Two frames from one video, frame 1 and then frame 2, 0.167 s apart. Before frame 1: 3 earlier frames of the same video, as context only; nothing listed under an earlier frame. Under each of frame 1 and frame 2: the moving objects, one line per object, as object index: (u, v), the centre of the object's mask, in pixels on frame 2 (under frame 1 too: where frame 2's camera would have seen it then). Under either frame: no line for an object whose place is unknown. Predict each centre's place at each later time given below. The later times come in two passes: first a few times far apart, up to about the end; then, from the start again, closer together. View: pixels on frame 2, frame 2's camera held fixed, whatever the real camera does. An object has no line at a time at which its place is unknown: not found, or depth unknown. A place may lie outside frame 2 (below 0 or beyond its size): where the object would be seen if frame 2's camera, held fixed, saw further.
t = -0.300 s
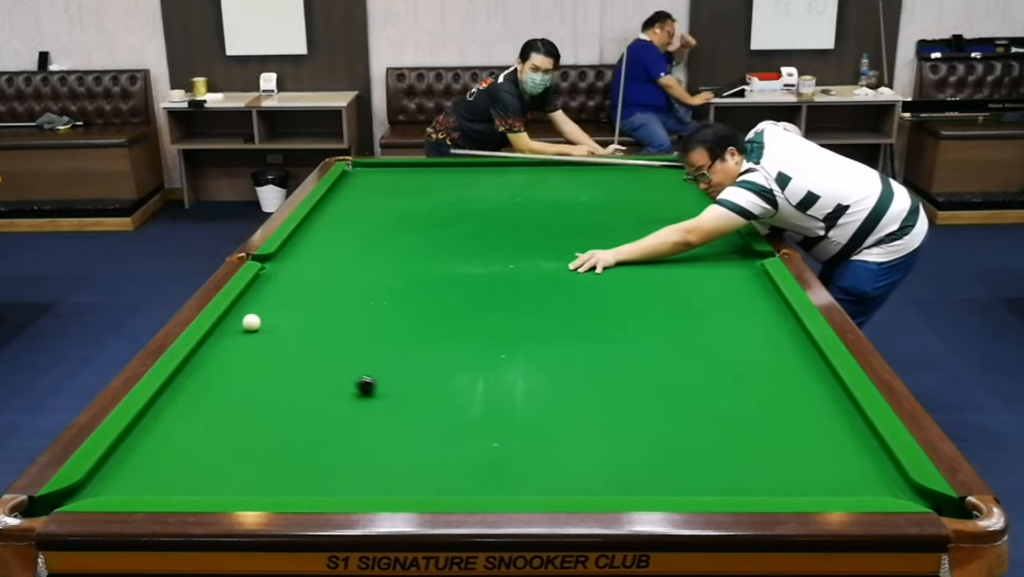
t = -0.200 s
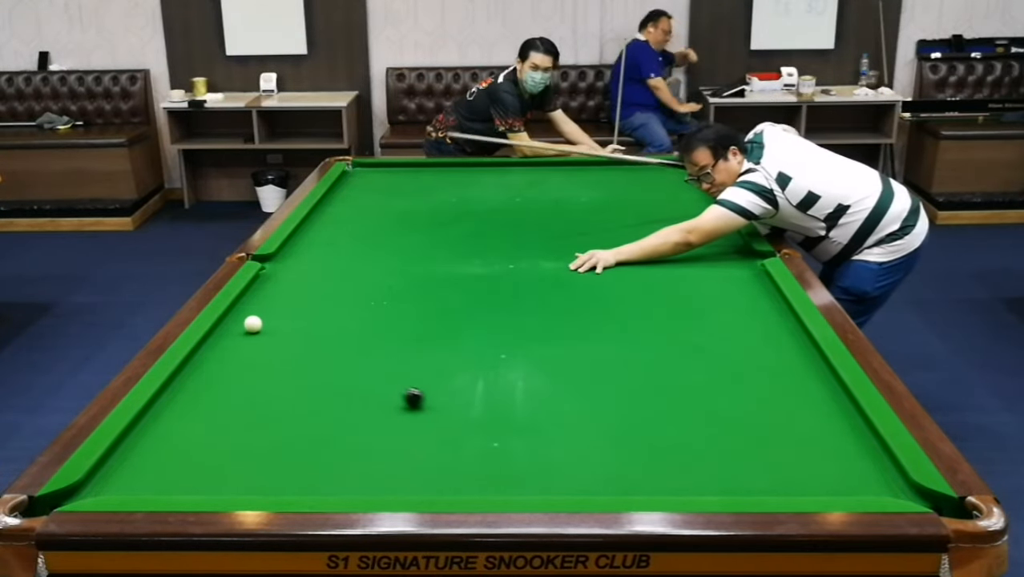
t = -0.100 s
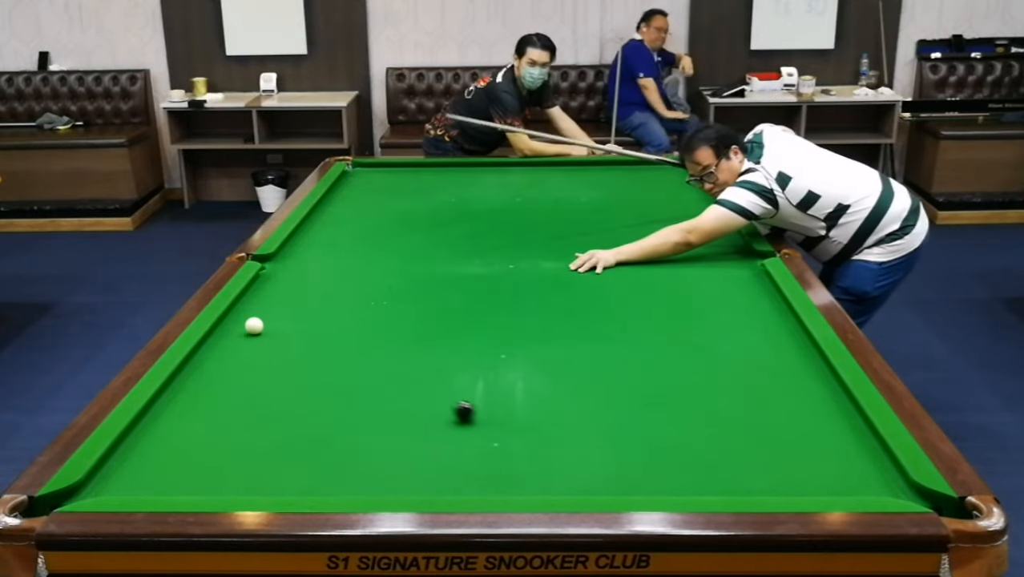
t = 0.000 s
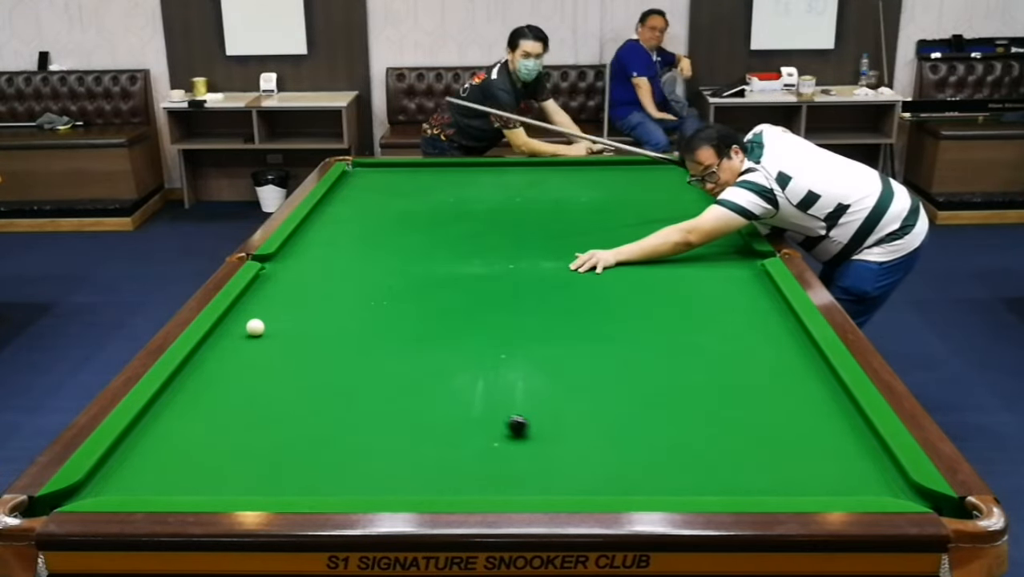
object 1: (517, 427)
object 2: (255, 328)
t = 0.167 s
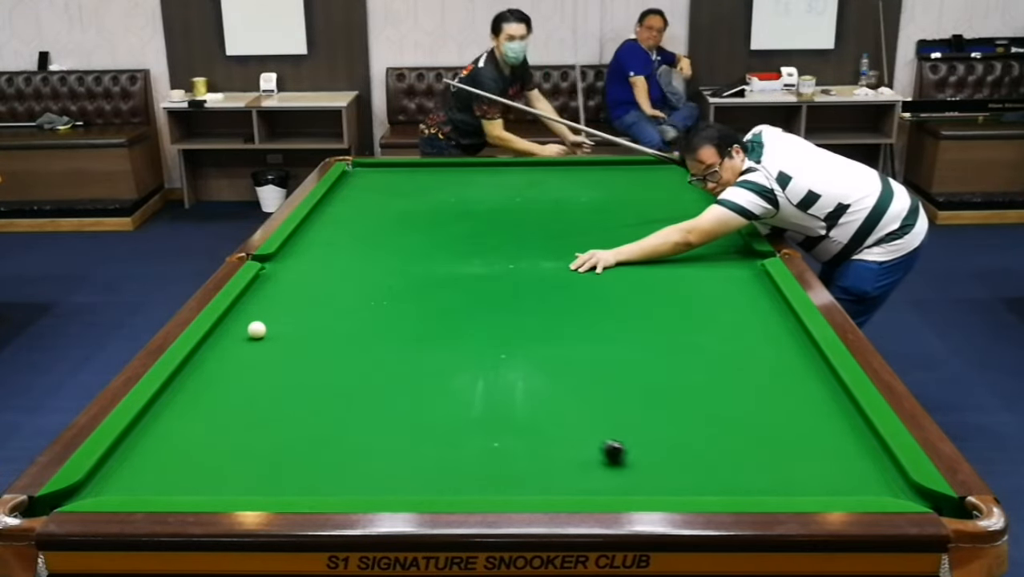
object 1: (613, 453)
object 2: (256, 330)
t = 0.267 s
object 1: (676, 470)
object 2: (257, 332)
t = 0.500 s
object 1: (822, 485)
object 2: (259, 334)
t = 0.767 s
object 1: (820, 449)
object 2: (260, 337)
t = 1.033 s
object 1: (710, 414)
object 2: (261, 339)
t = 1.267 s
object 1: (627, 388)
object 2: (262, 340)
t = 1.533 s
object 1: (546, 361)
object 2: (261, 341)
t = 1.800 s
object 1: (476, 339)
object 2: (261, 341)
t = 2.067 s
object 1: (415, 318)
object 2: (261, 341)
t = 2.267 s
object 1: (373, 305)
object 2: (261, 341)
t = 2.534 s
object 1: (324, 289)
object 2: (261, 341)
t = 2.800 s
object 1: (280, 275)
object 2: (261, 341)
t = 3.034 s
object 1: (287, 266)
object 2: (261, 341)
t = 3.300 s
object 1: (322, 259)
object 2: (261, 341)
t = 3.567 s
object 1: (354, 252)
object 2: (261, 341)
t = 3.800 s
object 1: (379, 246)
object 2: (261, 341)
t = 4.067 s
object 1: (406, 240)
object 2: (261, 341)
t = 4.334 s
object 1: (431, 235)
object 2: (261, 341)
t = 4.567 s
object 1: (450, 231)
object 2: (262, 341)
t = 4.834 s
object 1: (470, 226)
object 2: (262, 341)
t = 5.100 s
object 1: (489, 222)
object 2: (262, 341)
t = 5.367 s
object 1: (505, 218)
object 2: (261, 341)
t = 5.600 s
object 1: (519, 215)
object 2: (261, 341)
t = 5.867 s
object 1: (533, 212)
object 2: (261, 341)
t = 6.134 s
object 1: (546, 209)
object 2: (261, 341)
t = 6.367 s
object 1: (556, 207)
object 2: (261, 341)
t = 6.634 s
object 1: (567, 205)
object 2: (261, 341)
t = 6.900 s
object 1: (576, 203)
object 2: (261, 341)
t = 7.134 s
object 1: (583, 201)
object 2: (261, 341)
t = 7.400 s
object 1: (590, 200)
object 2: (261, 341)
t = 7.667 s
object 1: (596, 199)
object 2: (261, 341)
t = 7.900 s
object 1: (599, 198)
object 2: (261, 341)
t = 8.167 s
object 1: (603, 197)
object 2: (261, 341)
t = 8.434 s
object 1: (606, 196)
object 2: (261, 341)
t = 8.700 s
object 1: (607, 196)
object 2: (261, 341)
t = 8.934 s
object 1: (608, 196)
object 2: (261, 341)
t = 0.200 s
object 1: (634, 458)
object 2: (257, 331)
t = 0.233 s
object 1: (655, 464)
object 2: (257, 331)
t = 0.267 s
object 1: (676, 470)
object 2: (257, 332)
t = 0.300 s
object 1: (698, 476)
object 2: (257, 332)
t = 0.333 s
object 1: (720, 482)
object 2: (258, 333)
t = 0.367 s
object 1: (742, 486)
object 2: (258, 333)
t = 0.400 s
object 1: (765, 489)
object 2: (258, 333)
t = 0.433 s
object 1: (787, 490)
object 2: (258, 334)
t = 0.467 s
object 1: (805, 487)
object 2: (259, 334)
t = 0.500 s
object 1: (822, 485)
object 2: (259, 334)
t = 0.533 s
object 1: (840, 482)
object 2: (259, 335)
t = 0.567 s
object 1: (857, 478)
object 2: (259, 335)
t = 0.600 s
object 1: (874, 474)
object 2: (259, 336)
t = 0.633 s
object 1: (890, 470)
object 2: (260, 336)
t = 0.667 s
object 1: (872, 464)
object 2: (260, 336)
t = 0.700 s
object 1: (853, 459)
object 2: (260, 336)
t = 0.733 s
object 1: (835, 454)
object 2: (260, 337)
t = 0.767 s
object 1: (820, 449)
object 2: (260, 337)
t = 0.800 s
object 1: (805, 444)
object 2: (260, 337)
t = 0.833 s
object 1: (791, 439)
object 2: (261, 338)
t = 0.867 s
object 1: (777, 435)
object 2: (261, 338)
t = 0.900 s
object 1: (763, 431)
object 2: (261, 338)
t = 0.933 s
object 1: (750, 426)
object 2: (261, 339)
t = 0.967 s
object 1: (736, 422)
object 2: (261, 339)
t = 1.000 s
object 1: (723, 418)
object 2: (261, 339)
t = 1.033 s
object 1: (710, 414)
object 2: (261, 339)
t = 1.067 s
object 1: (698, 410)
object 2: (261, 339)
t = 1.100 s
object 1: (686, 406)
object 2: (261, 340)
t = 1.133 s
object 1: (673, 402)
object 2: (261, 340)
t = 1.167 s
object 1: (661, 398)
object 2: (261, 340)
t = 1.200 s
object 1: (650, 394)
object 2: (261, 340)
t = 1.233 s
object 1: (638, 391)
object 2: (262, 340)
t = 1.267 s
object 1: (627, 388)
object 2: (262, 340)
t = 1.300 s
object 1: (616, 384)
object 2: (262, 341)
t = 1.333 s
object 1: (606, 380)
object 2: (262, 341)
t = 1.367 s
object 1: (595, 377)
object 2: (262, 341)
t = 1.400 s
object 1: (585, 374)
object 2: (262, 341)
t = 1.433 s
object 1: (575, 371)
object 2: (262, 341)
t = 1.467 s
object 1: (565, 367)
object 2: (262, 341)
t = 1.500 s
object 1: (555, 364)
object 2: (262, 341)
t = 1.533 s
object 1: (546, 361)
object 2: (261, 341)
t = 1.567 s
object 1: (536, 358)
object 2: (261, 341)
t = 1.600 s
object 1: (528, 355)
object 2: (261, 341)
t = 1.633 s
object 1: (518, 352)
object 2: (261, 341)
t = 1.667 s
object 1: (510, 349)
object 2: (261, 341)
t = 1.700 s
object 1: (501, 347)
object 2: (261, 341)
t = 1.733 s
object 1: (493, 344)
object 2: (261, 341)
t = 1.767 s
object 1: (484, 341)
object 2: (261, 341)
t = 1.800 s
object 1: (476, 339)
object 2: (261, 341)
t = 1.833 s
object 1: (468, 336)
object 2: (261, 341)
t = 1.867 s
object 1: (460, 333)
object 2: (261, 341)
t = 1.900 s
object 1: (452, 331)
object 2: (261, 341)
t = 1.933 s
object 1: (444, 329)
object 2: (261, 341)
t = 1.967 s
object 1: (437, 326)
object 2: (261, 341)
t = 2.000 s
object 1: (429, 323)
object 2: (261, 341)
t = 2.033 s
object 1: (422, 321)
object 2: (261, 341)
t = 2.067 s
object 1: (415, 318)
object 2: (261, 341)
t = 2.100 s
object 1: (407, 316)
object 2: (261, 341)
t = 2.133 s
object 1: (400, 314)
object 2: (261, 341)
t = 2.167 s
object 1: (393, 312)
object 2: (261, 341)
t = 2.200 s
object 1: (387, 310)
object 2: (261, 341)
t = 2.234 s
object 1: (380, 307)
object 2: (261, 341)
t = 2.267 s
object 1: (373, 305)
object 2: (261, 341)
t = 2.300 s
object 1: (367, 303)
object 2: (261, 341)
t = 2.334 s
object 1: (361, 301)
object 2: (261, 341)
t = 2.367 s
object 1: (354, 299)
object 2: (261, 341)
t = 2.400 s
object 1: (348, 297)
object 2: (261, 341)
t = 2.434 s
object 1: (342, 295)
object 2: (261, 341)
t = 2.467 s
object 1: (336, 293)
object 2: (261, 341)
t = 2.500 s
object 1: (330, 291)
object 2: (261, 341)
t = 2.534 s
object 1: (324, 289)
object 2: (261, 341)
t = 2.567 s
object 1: (318, 288)
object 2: (261, 341)
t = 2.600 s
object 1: (313, 286)
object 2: (261, 341)
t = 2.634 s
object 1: (307, 284)
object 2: (261, 341)
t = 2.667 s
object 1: (302, 282)
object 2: (261, 341)
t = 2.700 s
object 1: (296, 280)
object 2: (261, 341)
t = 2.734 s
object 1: (291, 279)
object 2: (261, 341)
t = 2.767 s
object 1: (286, 277)
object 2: (261, 341)
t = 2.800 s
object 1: (280, 275)
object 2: (261, 341)
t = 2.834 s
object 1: (275, 273)
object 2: (261, 341)
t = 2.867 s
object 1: (270, 272)
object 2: (261, 341)
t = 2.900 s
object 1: (266, 271)
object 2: (261, 341)
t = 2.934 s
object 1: (271, 270)
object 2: (261, 341)
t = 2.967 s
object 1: (277, 269)
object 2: (261, 341)
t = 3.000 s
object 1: (282, 267)
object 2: (261, 341)
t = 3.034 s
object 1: (287, 266)
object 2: (261, 341)
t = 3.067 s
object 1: (291, 265)
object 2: (261, 341)
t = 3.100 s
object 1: (296, 264)
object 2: (261, 341)
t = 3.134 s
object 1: (300, 264)
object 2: (261, 341)
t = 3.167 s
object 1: (305, 262)
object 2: (261, 341)
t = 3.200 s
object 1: (309, 261)
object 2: (261, 341)
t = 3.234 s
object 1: (313, 260)
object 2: (261, 341)
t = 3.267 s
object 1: (318, 259)
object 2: (261, 341)
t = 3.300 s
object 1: (322, 259)
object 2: (261, 341)
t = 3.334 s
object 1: (326, 258)
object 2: (261, 341)
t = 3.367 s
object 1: (330, 257)
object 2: (261, 341)
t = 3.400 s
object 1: (334, 256)
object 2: (261, 341)
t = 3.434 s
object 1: (338, 255)
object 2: (261, 341)
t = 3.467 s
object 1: (342, 254)
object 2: (261, 341)
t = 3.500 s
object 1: (346, 253)
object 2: (261, 341)
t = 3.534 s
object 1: (350, 252)
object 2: (261, 341)
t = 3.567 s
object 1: (354, 252)
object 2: (261, 341)
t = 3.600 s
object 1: (357, 251)
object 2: (261, 341)
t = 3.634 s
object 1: (361, 250)
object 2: (261, 341)
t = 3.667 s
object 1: (365, 249)
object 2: (261, 341)
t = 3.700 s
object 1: (368, 249)
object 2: (261, 341)
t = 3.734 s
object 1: (372, 248)
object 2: (261, 341)
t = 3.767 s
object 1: (376, 247)
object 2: (261, 341)
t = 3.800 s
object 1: (379, 246)
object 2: (261, 341)
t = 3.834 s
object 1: (383, 245)
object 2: (261, 341)
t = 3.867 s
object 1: (386, 245)
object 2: (261, 341)
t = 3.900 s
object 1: (390, 244)
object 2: (261, 341)
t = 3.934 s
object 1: (393, 243)
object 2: (261, 341)
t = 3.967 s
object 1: (396, 242)
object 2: (261, 341)
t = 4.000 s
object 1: (400, 242)
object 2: (262, 341)
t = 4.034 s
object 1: (403, 241)
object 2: (261, 341)
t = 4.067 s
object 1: (406, 240)
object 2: (261, 341)
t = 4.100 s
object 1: (409, 240)
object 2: (262, 341)
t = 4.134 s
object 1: (412, 239)
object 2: (262, 341)
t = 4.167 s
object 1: (416, 238)
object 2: (262, 341)
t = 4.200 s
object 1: (418, 238)
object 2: (262, 341)
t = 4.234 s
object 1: (422, 237)
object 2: (262, 341)
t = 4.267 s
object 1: (425, 236)
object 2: (262, 341)
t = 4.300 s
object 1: (428, 236)
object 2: (262, 341)
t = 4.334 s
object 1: (431, 235)
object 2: (261, 341)
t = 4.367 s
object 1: (434, 234)
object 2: (262, 341)
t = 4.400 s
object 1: (436, 234)
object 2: (261, 341)
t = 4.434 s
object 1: (439, 233)
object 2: (261, 341)
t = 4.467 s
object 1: (442, 233)
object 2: (262, 341)
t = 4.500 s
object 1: (444, 232)
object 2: (262, 341)
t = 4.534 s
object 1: (447, 231)
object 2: (262, 341)
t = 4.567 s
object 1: (450, 231)
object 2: (262, 341)
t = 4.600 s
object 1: (452, 230)
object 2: (262, 341)
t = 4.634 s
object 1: (455, 229)
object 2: (261, 341)
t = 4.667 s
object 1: (458, 229)
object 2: (261, 341)
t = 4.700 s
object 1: (460, 228)
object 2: (261, 341)
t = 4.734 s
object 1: (463, 228)
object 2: (262, 341)
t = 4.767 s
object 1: (465, 227)
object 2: (261, 341)
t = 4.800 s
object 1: (468, 227)
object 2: (262, 341)
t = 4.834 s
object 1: (470, 226)
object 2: (262, 341)
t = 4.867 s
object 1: (472, 226)
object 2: (262, 341)
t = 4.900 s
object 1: (475, 225)
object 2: (262, 341)
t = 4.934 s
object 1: (477, 224)
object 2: (262, 341)
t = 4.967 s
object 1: (479, 224)
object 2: (262, 341)
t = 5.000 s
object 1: (482, 224)
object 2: (262, 341)
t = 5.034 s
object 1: (484, 223)
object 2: (262, 341)
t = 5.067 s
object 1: (487, 222)
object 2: (262, 341)
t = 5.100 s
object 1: (489, 222)
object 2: (262, 341)
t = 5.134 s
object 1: (491, 221)
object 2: (262, 341)
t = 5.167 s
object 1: (493, 221)
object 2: (262, 341)
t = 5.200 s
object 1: (495, 220)
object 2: (261, 341)
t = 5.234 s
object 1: (497, 220)
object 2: (261, 341)
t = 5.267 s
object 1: (499, 219)
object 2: (261, 341)
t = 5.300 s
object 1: (501, 219)
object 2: (261, 341)
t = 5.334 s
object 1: (503, 219)
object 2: (261, 341)
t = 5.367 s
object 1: (505, 218)
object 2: (261, 341)
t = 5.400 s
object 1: (507, 218)
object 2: (261, 341)
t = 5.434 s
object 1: (509, 217)
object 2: (261, 341)
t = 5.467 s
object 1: (512, 217)
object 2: (261, 341)
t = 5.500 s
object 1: (513, 216)
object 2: (261, 341)
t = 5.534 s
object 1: (515, 216)
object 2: (261, 341)
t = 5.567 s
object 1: (517, 216)
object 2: (261, 341)
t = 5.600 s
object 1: (519, 215)
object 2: (261, 341)
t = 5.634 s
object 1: (521, 215)
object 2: (261, 341)
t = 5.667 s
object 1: (523, 214)
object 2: (261, 341)
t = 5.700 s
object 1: (524, 214)
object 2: (261, 341)
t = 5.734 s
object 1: (526, 214)
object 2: (261, 341)
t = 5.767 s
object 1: (528, 213)
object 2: (261, 341)
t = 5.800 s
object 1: (530, 213)
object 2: (261, 341)
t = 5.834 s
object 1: (532, 213)
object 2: (261, 341)
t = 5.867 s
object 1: (533, 212)
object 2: (261, 341)
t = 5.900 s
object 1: (535, 212)
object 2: (261, 341)
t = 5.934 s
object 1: (537, 211)
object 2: (261, 341)
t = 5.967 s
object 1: (538, 211)
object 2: (261, 341)
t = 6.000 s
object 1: (540, 210)
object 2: (261, 341)
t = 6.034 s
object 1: (541, 210)
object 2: (261, 341)
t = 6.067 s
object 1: (543, 210)
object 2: (261, 341)
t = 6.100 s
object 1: (545, 210)
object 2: (261, 341)
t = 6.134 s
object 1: (546, 209)
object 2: (261, 341)
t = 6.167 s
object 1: (548, 209)
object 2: (261, 341)
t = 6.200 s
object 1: (549, 209)
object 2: (261, 341)
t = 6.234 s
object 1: (551, 208)
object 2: (261, 341)
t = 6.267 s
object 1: (552, 208)
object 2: (261, 341)
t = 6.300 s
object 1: (553, 208)
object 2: (261, 341)
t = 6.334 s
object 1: (555, 207)
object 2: (261, 341)
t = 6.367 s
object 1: (556, 207)
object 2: (261, 341)
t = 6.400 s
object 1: (558, 207)
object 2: (261, 341)
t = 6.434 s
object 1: (559, 207)
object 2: (261, 341)
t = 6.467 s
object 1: (560, 206)
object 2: (261, 341)
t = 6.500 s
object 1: (562, 206)
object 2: (261, 341)
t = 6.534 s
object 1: (563, 206)
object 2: (261, 341)
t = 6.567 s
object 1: (564, 205)
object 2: (261, 341)
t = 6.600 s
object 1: (565, 205)
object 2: (261, 341)
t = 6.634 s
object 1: (567, 205)
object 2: (261, 341)
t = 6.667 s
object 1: (568, 205)
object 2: (261, 341)
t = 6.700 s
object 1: (569, 204)
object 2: (261, 341)
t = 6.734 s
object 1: (570, 204)
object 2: (261, 341)
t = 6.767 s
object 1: (571, 204)
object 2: (261, 341)
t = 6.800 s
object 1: (572, 204)
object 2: (261, 341)
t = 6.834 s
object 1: (573, 204)
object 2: (261, 341)
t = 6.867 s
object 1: (574, 203)
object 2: (261, 341)
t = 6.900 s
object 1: (576, 203)
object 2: (261, 341)
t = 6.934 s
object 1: (577, 203)
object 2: (261, 341)
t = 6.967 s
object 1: (578, 203)
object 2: (261, 341)
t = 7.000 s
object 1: (579, 202)
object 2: (261, 341)
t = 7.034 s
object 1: (580, 202)
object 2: (261, 341)
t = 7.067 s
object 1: (581, 202)
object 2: (261, 341)
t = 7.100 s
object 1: (582, 201)
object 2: (261, 341)
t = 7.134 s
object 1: (583, 201)
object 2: (261, 341)
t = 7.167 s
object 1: (584, 201)
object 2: (261, 341)
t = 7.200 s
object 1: (584, 201)
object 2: (261, 341)
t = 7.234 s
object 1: (585, 201)
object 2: (261, 341)
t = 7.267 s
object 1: (586, 201)
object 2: (261, 341)
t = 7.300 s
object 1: (587, 200)
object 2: (261, 341)
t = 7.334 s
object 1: (588, 200)
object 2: (261, 341)
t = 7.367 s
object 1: (589, 200)
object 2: (261, 341)
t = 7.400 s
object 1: (590, 200)
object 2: (261, 341)
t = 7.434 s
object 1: (591, 200)
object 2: (261, 341)
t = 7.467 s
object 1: (591, 200)
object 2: (261, 341)
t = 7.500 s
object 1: (593, 200)
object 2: (261, 341)
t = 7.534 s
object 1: (593, 199)
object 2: (261, 341)
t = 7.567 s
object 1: (594, 199)
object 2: (261, 341)
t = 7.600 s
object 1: (595, 199)
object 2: (261, 341)
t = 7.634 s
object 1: (595, 199)
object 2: (261, 341)
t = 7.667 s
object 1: (596, 199)
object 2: (261, 341)
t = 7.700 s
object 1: (596, 199)
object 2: (261, 341)
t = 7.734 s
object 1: (597, 199)
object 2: (261, 341)
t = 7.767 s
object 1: (598, 198)
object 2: (261, 341)
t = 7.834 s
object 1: (598, 198)
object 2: (261, 341)
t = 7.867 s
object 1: (599, 198)
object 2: (261, 341)
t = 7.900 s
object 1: (599, 198)
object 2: (261, 341)
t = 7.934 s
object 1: (600, 198)
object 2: (261, 341)
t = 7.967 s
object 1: (601, 198)
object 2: (261, 341)
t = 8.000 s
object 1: (601, 198)
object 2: (261, 341)
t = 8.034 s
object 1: (601, 197)
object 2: (261, 341)
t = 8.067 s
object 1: (602, 197)
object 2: (261, 341)
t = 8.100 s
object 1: (602, 197)
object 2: (261, 341)
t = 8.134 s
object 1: (603, 197)
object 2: (261, 341)
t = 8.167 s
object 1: (603, 197)
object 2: (261, 341)
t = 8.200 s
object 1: (604, 197)
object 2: (261, 341)
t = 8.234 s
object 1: (604, 197)
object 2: (261, 341)
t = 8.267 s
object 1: (605, 197)
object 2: (261, 341)
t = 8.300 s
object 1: (605, 197)
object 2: (261, 341)
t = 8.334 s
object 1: (605, 197)
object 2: (261, 341)
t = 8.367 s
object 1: (605, 197)
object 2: (261, 341)
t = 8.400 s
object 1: (606, 197)
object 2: (261, 341)
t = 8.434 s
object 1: (606, 196)
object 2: (261, 341)
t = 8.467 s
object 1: (606, 196)
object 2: (261, 341)
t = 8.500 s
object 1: (606, 196)
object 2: (261, 341)
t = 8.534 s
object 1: (607, 196)
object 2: (261, 341)
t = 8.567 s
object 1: (607, 196)
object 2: (261, 341)
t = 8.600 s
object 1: (607, 196)
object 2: (261, 341)
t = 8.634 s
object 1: (607, 196)
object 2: (261, 341)
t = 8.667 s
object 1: (607, 196)
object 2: (261, 341)
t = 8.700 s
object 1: (607, 196)
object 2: (261, 341)
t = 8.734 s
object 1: (608, 196)
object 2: (261, 341)
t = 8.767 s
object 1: (608, 196)
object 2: (261, 341)
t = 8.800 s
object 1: (608, 196)
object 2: (261, 341)
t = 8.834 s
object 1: (608, 196)
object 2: (261, 341)
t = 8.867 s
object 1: (608, 196)
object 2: (261, 341)
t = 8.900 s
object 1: (608, 196)
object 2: (261, 341)
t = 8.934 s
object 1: (608, 196)
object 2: (261, 341)
